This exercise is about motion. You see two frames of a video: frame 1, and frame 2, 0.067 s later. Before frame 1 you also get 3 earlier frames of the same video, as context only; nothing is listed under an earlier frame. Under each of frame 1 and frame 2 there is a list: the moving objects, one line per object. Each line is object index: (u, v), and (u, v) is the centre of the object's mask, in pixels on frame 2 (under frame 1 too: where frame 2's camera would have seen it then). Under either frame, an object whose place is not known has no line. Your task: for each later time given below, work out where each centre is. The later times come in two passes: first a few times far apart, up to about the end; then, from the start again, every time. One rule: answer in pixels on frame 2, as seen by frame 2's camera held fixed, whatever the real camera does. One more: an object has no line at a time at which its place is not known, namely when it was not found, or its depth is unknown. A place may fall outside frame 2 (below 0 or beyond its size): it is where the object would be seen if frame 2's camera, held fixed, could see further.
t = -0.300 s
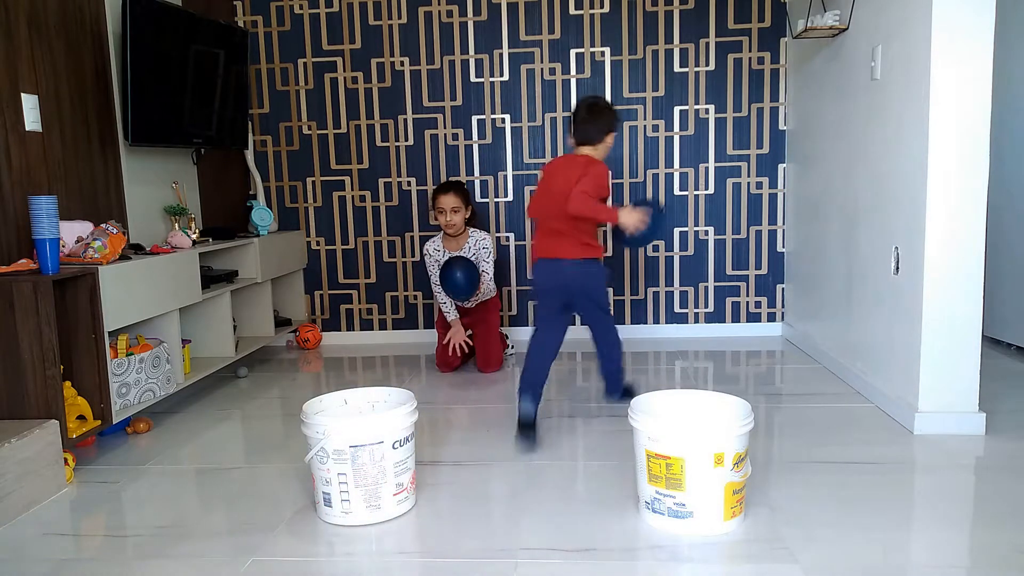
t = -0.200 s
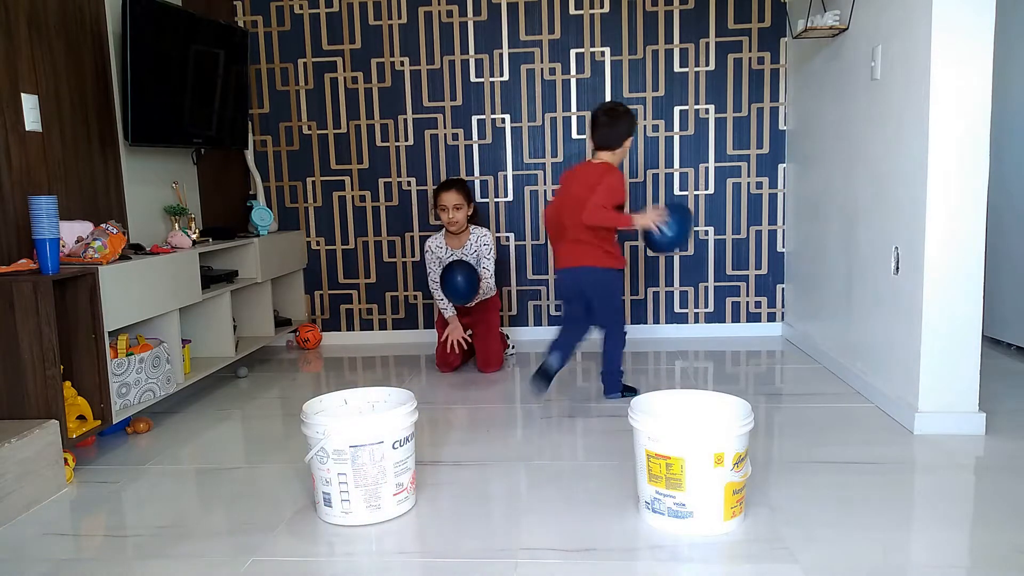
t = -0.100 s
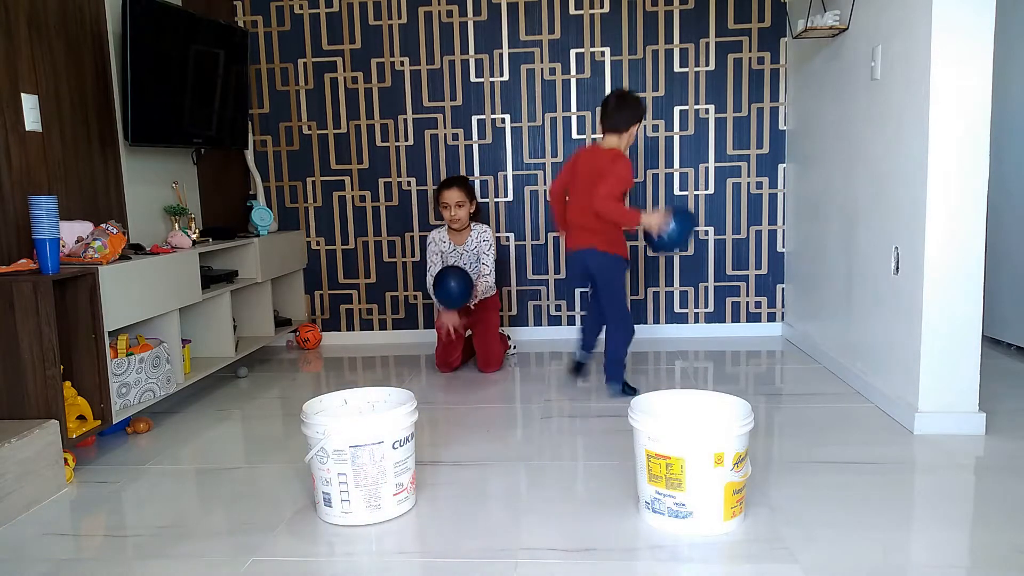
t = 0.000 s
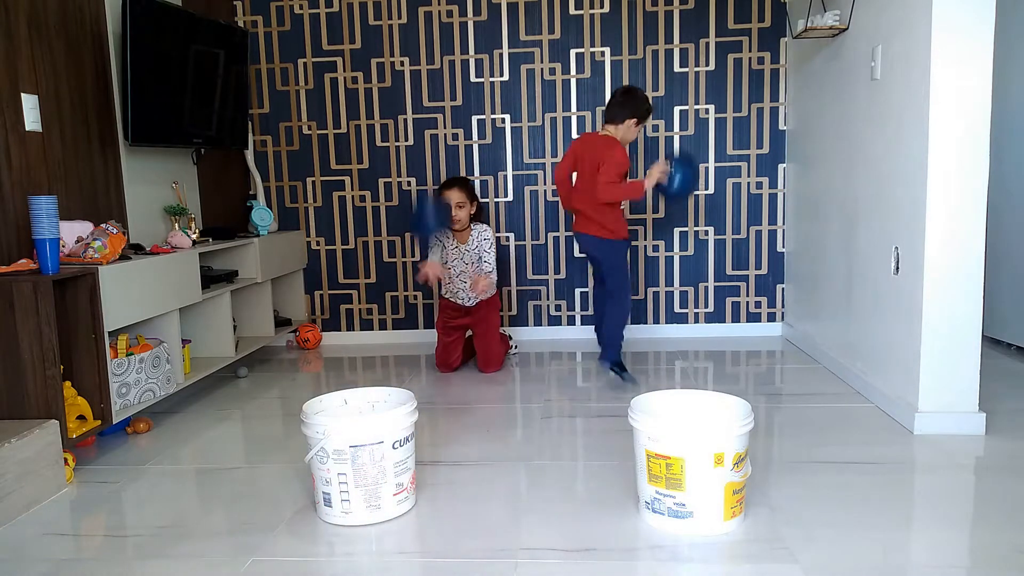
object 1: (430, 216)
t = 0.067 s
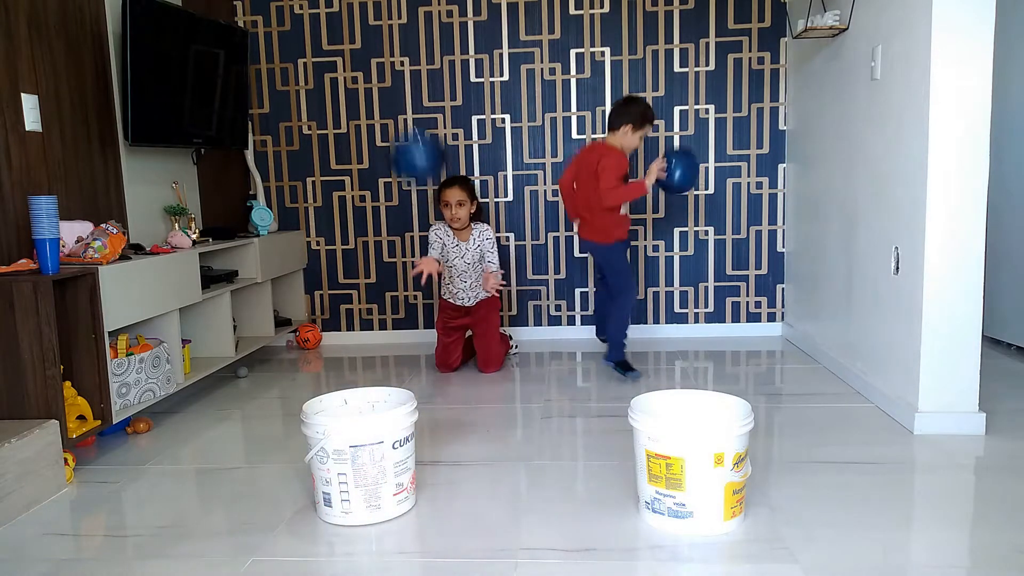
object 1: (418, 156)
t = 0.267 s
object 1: (392, 51)
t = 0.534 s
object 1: (380, 28)
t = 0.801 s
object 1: (366, 85)
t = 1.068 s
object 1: (369, 202)
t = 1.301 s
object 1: (367, 325)
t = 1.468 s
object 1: (357, 379)
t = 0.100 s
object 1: (414, 133)
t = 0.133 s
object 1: (407, 111)
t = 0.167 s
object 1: (402, 94)
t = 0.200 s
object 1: (399, 77)
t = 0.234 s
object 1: (395, 62)
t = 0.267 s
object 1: (392, 51)
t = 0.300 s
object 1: (389, 41)
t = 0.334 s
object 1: (387, 33)
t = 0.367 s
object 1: (386, 30)
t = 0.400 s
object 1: (386, 27)
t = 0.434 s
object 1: (383, 26)
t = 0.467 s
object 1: (382, 26)
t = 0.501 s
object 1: (381, 26)
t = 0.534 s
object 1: (380, 28)
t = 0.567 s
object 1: (377, 32)
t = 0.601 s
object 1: (376, 36)
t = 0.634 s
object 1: (374, 42)
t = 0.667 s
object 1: (372, 49)
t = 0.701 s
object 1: (370, 57)
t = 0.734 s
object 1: (368, 65)
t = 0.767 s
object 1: (367, 75)
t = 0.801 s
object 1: (366, 85)
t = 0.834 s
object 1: (365, 96)
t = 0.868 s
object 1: (365, 108)
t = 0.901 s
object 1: (366, 121)
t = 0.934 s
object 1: (366, 135)
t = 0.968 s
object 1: (367, 151)
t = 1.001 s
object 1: (367, 167)
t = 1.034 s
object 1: (369, 184)
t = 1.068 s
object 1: (369, 202)
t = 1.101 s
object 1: (367, 218)
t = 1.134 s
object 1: (369, 236)
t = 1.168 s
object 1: (368, 256)
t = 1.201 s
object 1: (367, 273)
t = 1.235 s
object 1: (368, 291)
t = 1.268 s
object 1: (368, 308)
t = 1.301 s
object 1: (367, 325)
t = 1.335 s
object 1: (365, 343)
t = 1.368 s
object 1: (363, 360)
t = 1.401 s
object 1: (361, 374)
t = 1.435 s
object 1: (358, 387)
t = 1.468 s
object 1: (357, 379)
